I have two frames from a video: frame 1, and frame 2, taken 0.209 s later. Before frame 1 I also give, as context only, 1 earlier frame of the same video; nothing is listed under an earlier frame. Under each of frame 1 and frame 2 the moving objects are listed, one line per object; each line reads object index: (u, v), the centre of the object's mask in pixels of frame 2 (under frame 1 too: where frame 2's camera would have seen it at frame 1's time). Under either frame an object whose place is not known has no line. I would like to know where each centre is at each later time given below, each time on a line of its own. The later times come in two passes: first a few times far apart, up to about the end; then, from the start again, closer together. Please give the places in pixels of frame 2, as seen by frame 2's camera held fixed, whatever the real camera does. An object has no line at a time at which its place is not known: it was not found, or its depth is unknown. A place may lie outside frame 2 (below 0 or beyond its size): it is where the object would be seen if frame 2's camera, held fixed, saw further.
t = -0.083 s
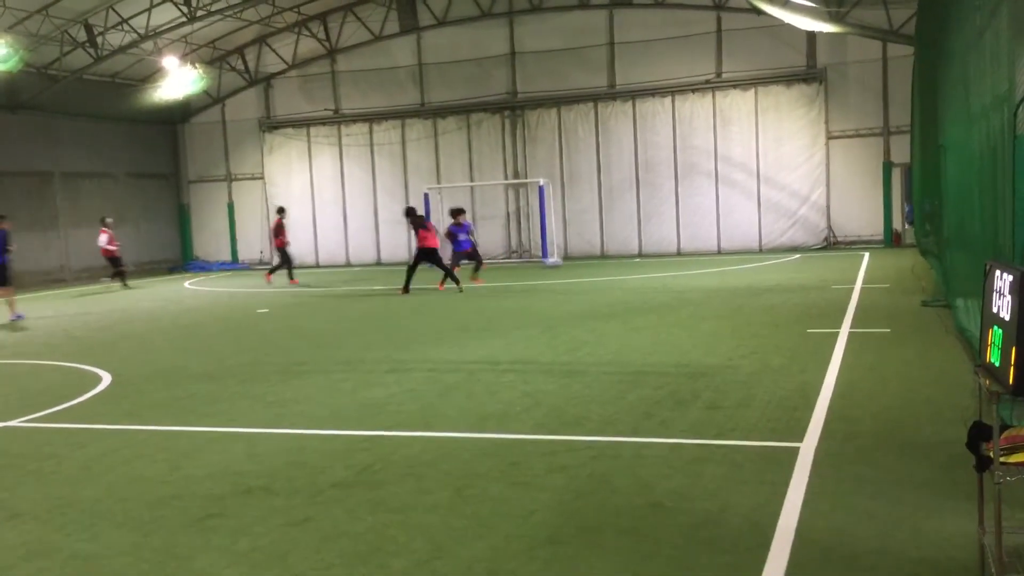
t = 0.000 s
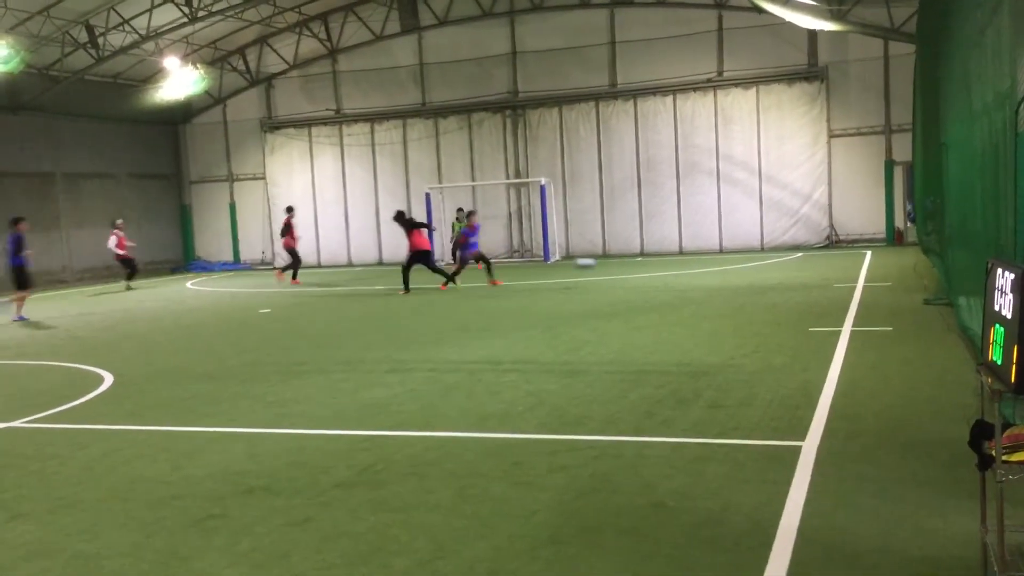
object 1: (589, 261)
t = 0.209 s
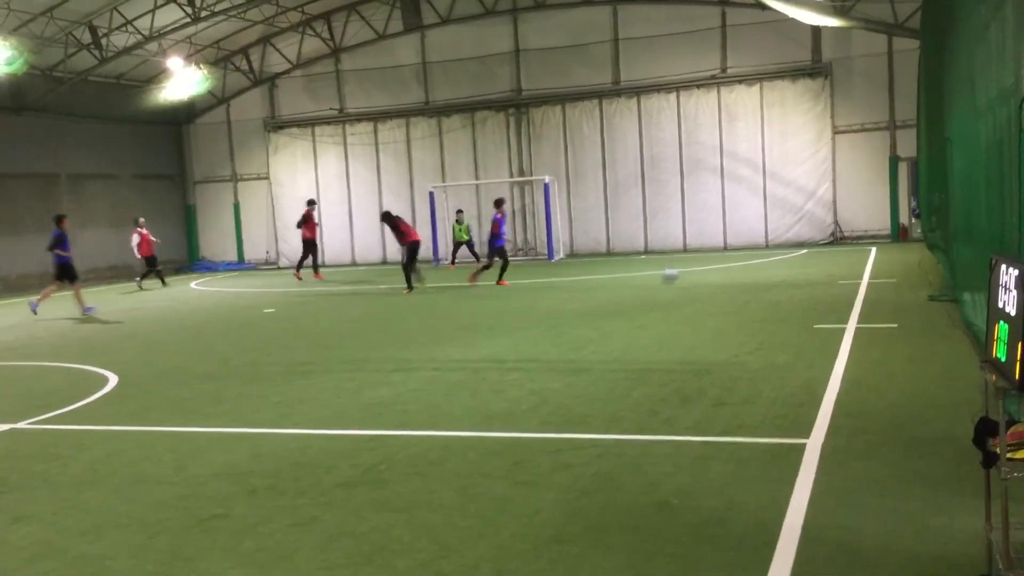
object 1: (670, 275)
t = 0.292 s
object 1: (696, 270)
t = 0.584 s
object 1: (784, 270)
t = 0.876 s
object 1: (860, 270)
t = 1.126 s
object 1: (927, 268)
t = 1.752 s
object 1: (940, 253)
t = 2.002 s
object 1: (939, 257)
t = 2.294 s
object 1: (940, 264)
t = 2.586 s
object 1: (933, 267)
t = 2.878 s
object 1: (929, 268)
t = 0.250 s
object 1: (683, 272)
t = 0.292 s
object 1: (696, 270)
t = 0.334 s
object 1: (709, 269)
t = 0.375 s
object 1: (722, 269)
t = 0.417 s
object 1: (736, 269)
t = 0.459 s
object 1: (749, 272)
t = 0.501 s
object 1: (762, 273)
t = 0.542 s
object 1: (773, 271)
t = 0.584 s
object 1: (784, 270)
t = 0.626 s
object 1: (795, 270)
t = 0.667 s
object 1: (807, 271)
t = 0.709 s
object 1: (817, 271)
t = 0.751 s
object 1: (828, 270)
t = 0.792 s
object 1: (838, 270)
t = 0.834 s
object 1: (849, 270)
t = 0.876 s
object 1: (860, 270)
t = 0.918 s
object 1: (873, 271)
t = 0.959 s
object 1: (883, 270)
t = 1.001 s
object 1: (893, 269)
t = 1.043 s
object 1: (905, 269)
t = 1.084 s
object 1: (915, 268)
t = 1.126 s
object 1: (927, 268)
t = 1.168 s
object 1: (937, 267)
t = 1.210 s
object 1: (945, 261)
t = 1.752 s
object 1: (940, 253)
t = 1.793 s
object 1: (938, 259)
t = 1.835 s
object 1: (937, 266)
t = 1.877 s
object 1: (938, 264)
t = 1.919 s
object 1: (938, 260)
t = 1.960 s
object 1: (938, 258)
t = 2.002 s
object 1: (939, 257)
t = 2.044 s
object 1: (940, 258)
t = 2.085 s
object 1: (941, 259)
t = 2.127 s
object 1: (941, 262)
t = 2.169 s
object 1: (941, 264)
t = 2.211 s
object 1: (941, 264)
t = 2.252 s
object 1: (940, 263)
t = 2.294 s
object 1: (940, 264)
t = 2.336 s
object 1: (939, 266)
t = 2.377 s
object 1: (937, 266)
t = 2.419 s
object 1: (937, 266)
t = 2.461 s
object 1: (937, 266)
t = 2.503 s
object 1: (936, 266)
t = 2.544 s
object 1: (934, 267)
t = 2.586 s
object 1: (933, 267)
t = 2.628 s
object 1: (932, 267)
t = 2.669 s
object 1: (932, 267)
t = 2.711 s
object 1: (931, 267)
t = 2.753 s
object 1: (931, 268)
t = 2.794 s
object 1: (930, 267)
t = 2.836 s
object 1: (930, 267)
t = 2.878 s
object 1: (929, 268)
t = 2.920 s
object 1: (928, 267)
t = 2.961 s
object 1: (928, 268)
